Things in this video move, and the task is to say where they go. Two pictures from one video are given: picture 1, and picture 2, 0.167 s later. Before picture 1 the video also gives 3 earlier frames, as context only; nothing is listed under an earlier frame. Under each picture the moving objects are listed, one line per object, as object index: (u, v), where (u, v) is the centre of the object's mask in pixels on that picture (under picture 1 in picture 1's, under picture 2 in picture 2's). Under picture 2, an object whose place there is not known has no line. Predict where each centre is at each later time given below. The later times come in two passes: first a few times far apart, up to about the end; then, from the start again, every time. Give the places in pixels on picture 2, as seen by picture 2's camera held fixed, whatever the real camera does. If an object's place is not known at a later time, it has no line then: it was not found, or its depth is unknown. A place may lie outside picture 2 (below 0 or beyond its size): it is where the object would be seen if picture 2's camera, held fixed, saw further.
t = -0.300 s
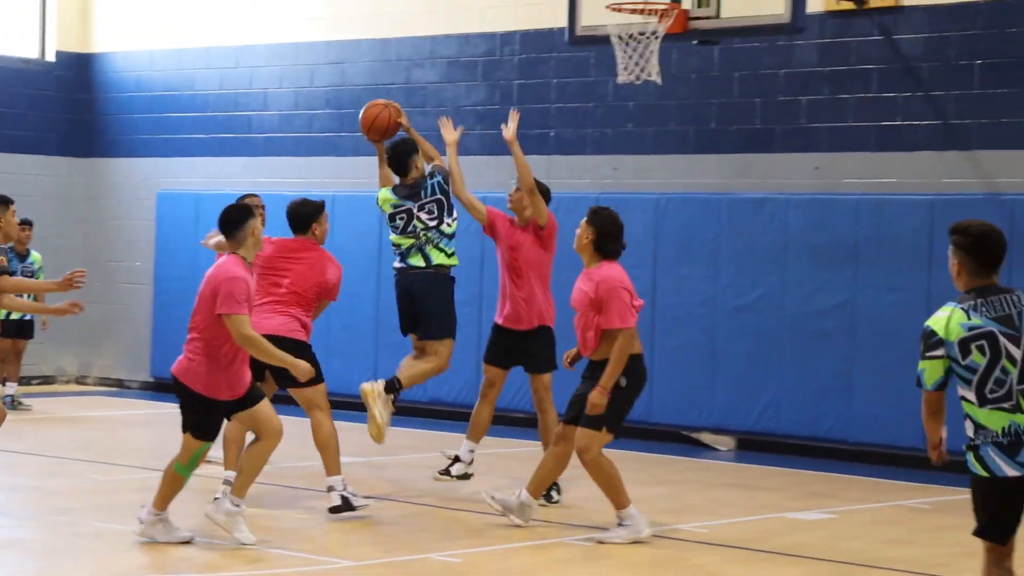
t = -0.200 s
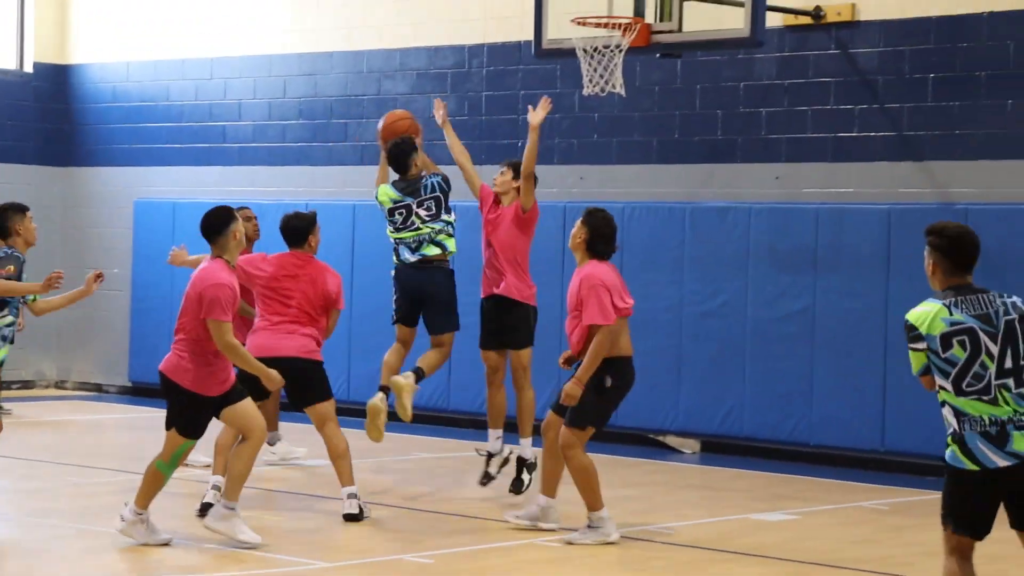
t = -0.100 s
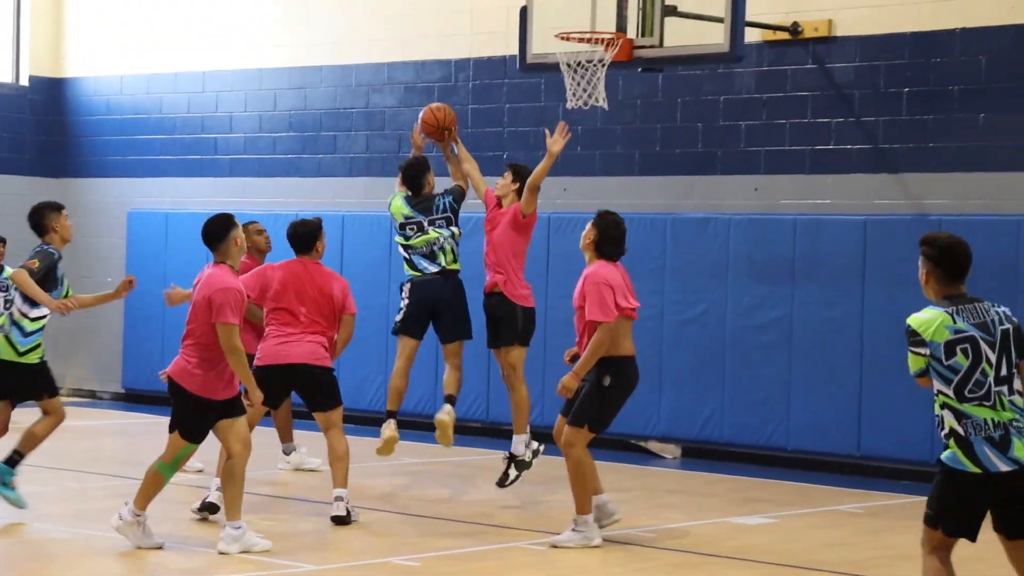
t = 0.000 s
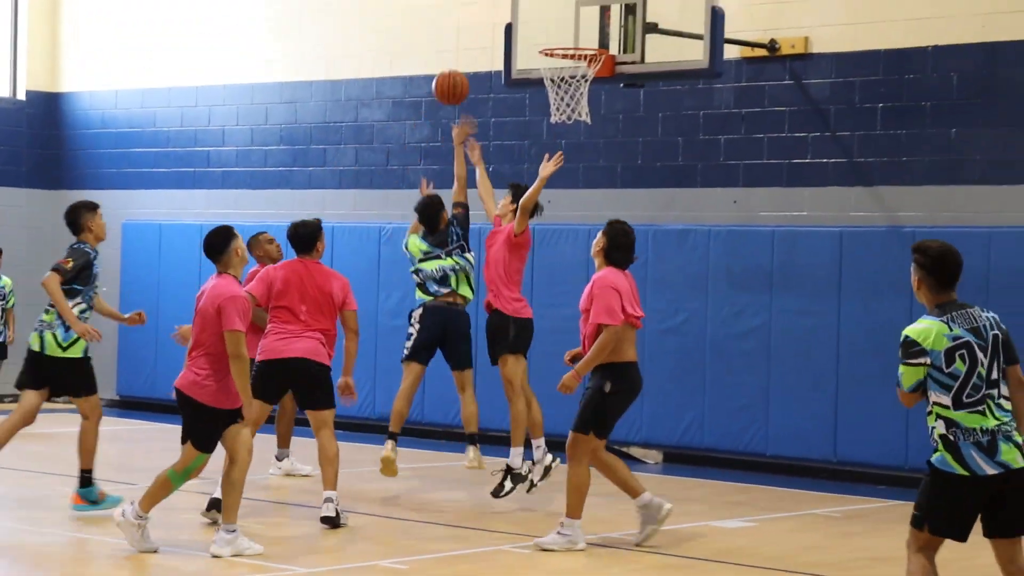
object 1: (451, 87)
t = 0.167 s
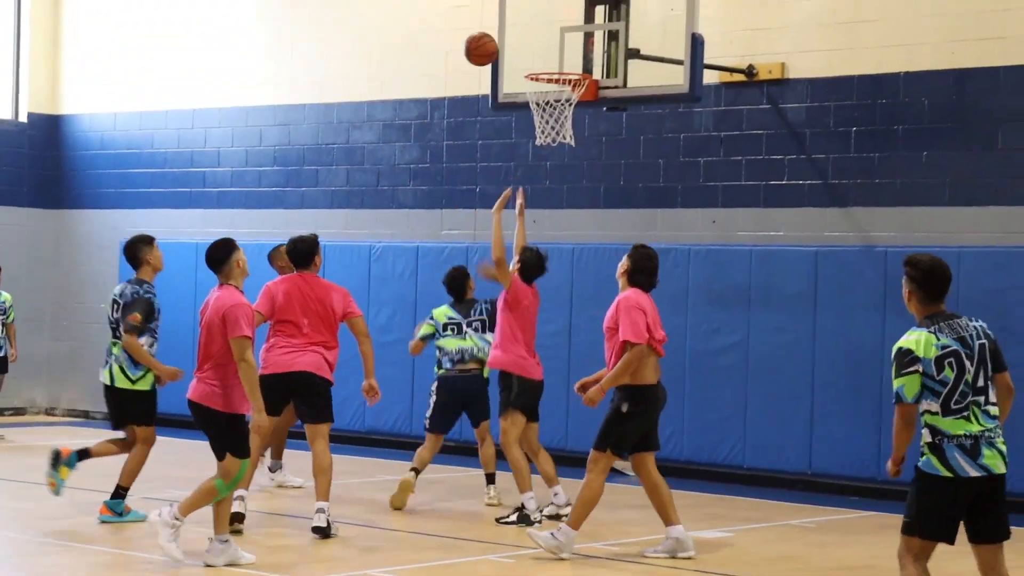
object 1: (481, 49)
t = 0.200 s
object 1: (489, 41)
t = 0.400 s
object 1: (533, 30)
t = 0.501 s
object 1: (554, 44)
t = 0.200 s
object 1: (489, 41)
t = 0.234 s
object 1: (496, 35)
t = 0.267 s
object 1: (504, 31)
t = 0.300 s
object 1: (512, 28)
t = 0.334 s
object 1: (519, 28)
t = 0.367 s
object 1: (526, 28)
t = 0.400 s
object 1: (533, 30)
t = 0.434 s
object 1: (540, 33)
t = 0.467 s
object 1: (547, 37)
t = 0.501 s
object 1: (554, 44)
